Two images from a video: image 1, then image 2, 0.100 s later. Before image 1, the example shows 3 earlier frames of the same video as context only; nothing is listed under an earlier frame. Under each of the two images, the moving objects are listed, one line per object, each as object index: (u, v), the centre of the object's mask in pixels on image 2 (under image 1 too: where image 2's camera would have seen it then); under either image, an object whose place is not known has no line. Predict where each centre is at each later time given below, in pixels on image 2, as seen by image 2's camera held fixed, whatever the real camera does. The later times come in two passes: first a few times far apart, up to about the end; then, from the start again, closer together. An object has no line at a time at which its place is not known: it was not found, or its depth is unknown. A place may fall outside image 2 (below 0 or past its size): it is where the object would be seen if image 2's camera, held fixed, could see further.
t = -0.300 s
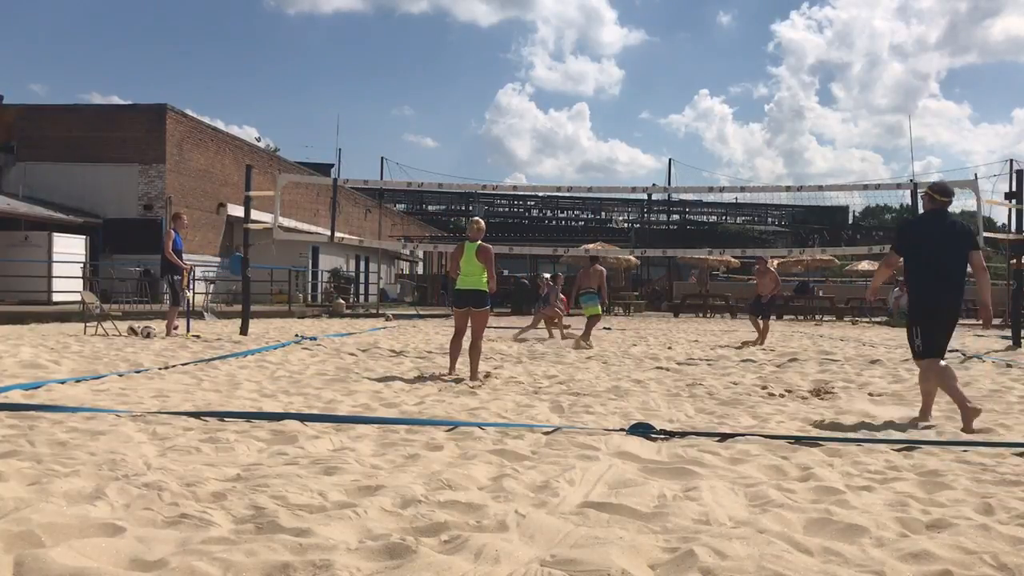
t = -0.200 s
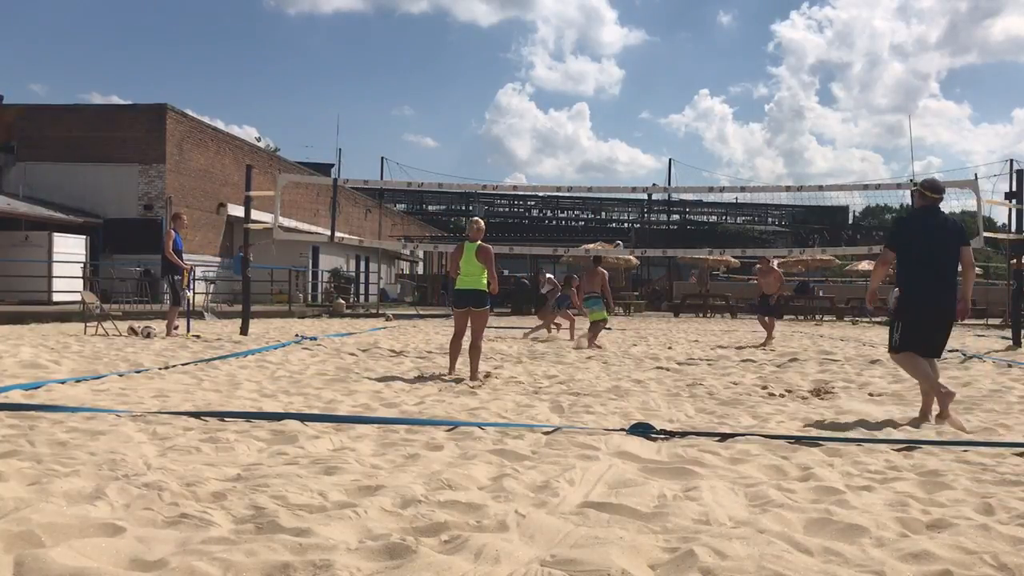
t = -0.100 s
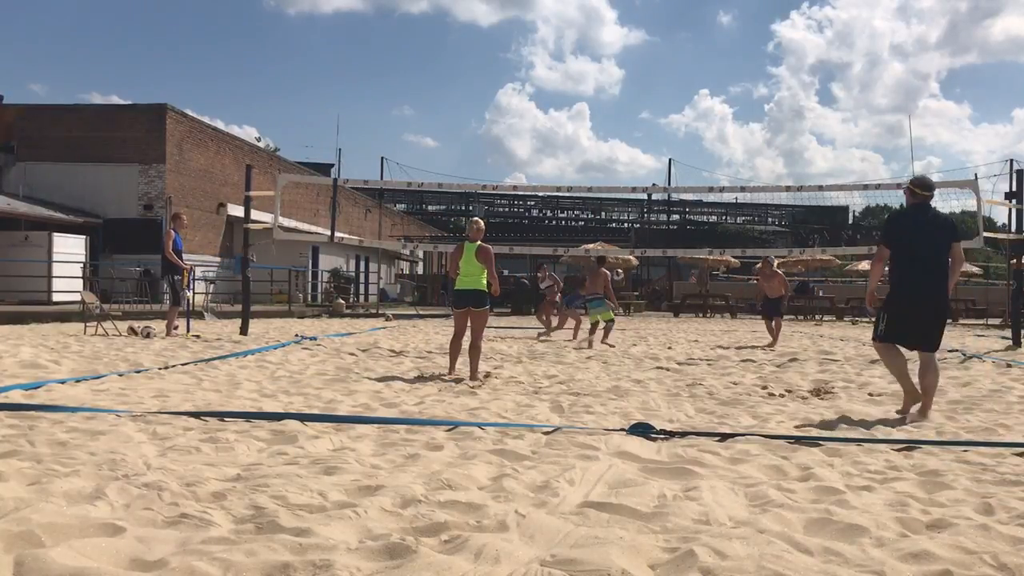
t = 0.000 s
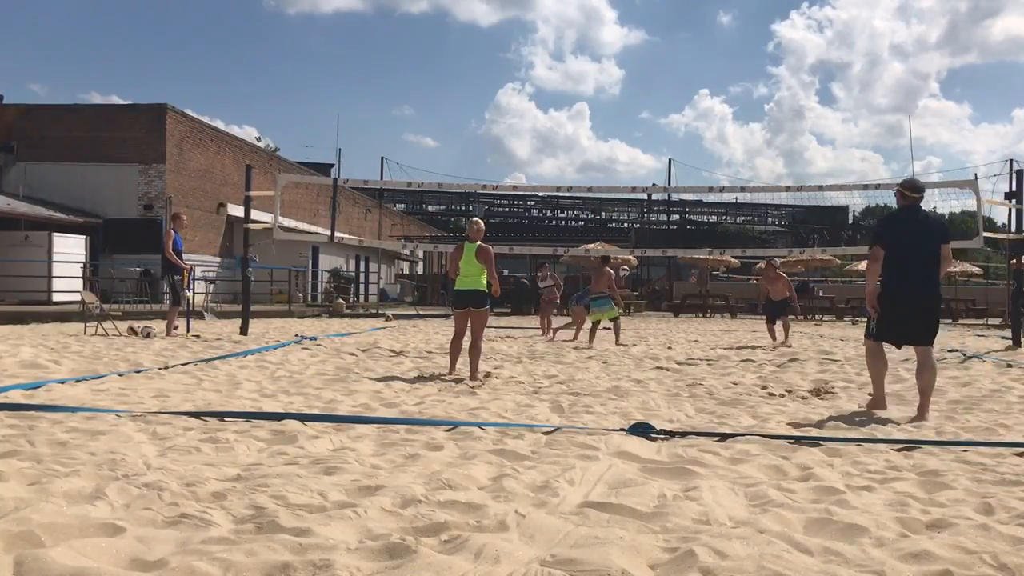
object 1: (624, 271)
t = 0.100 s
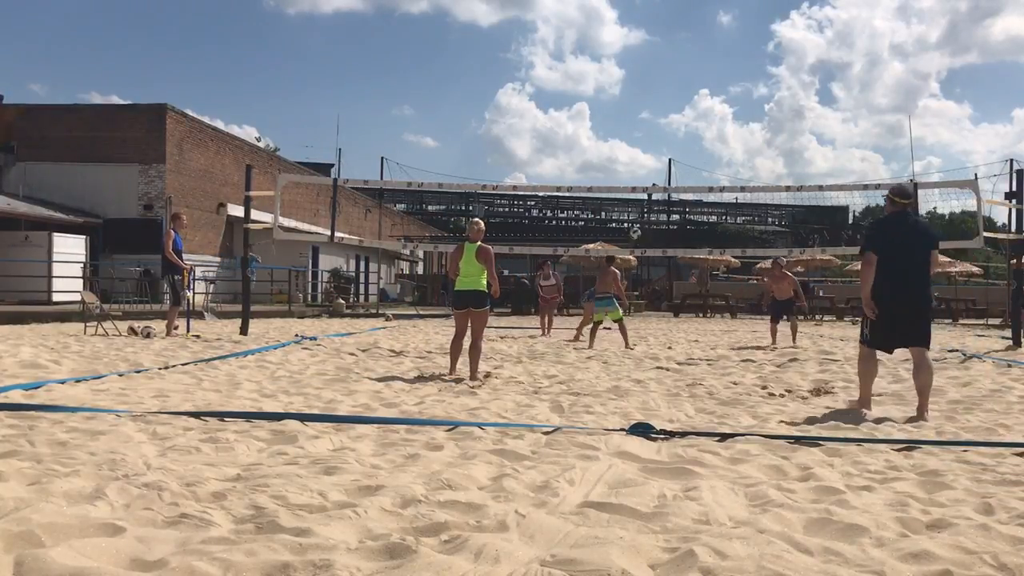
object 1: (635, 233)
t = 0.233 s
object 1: (651, 185)
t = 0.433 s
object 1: (670, 140)
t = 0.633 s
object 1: (693, 109)
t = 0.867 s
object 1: (720, 102)
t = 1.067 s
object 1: (745, 121)
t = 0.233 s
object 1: (651, 185)
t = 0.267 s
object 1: (652, 180)
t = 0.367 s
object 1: (663, 154)
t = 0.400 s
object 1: (667, 147)
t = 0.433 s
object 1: (670, 140)
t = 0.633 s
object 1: (693, 109)
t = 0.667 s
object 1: (697, 107)
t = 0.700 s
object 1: (701, 104)
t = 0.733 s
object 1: (704, 103)
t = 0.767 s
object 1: (708, 102)
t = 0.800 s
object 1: (712, 101)
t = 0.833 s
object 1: (716, 101)
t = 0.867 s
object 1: (720, 102)
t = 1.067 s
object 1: (745, 121)
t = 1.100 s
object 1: (749, 126)
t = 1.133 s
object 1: (753, 132)
